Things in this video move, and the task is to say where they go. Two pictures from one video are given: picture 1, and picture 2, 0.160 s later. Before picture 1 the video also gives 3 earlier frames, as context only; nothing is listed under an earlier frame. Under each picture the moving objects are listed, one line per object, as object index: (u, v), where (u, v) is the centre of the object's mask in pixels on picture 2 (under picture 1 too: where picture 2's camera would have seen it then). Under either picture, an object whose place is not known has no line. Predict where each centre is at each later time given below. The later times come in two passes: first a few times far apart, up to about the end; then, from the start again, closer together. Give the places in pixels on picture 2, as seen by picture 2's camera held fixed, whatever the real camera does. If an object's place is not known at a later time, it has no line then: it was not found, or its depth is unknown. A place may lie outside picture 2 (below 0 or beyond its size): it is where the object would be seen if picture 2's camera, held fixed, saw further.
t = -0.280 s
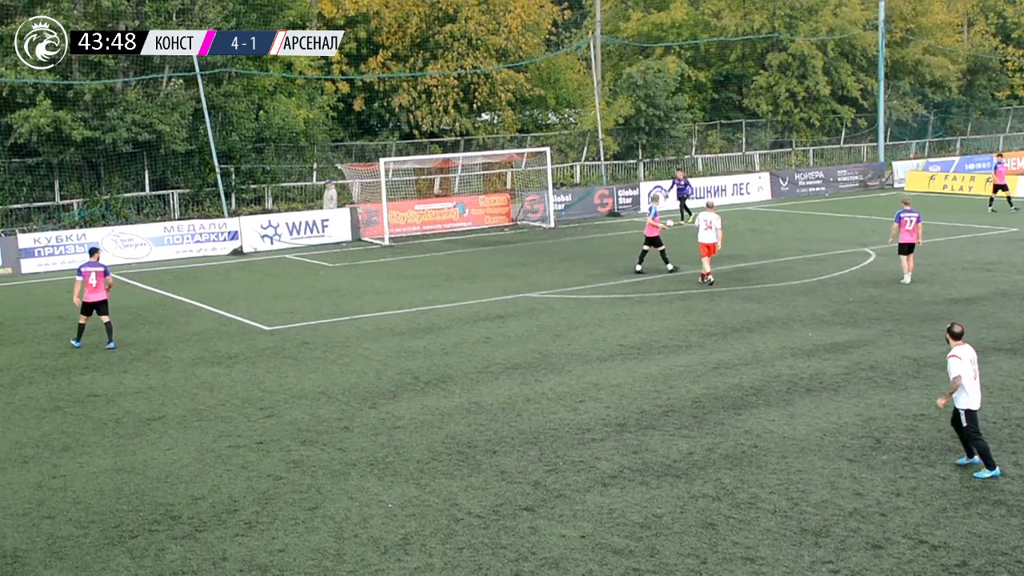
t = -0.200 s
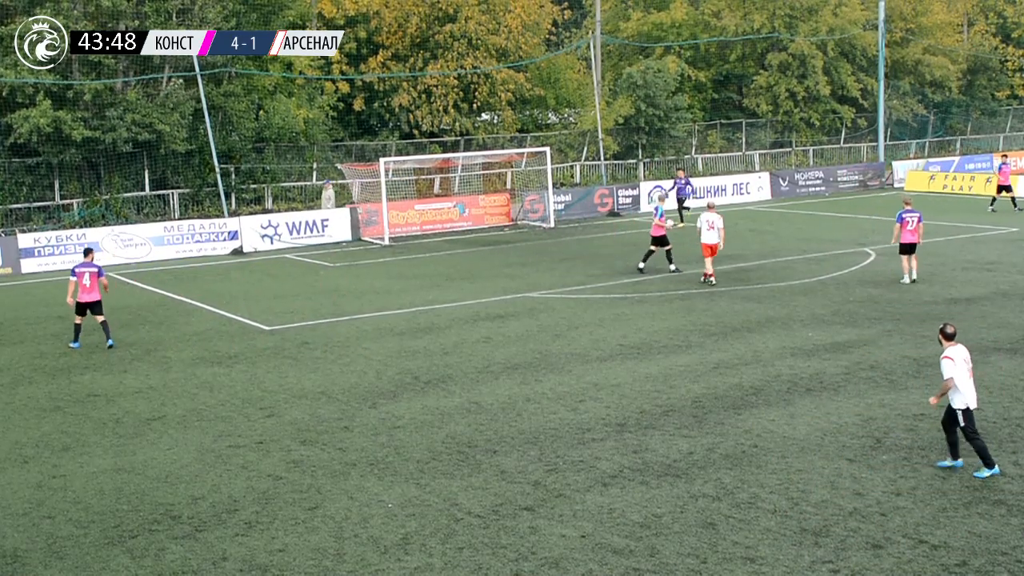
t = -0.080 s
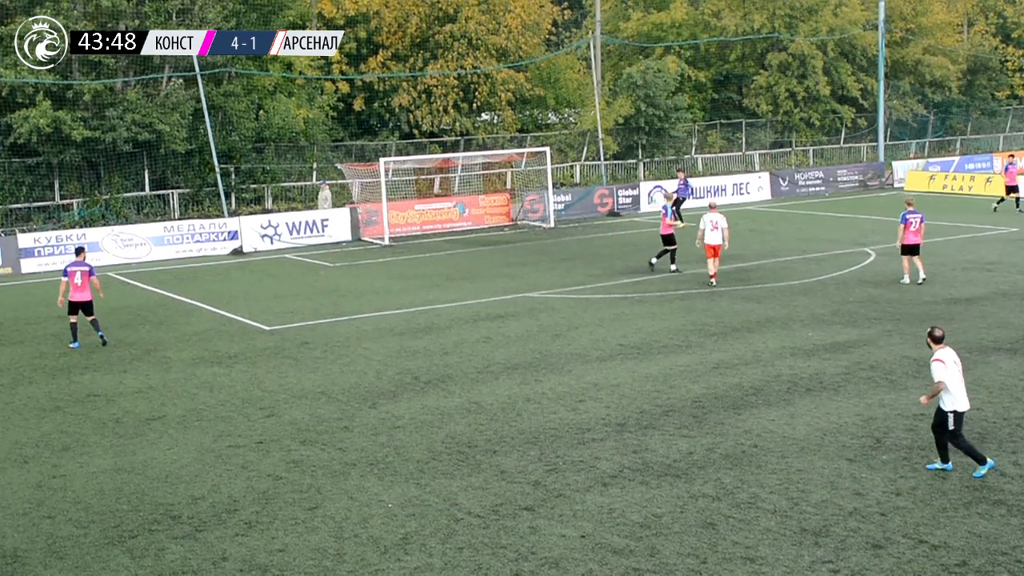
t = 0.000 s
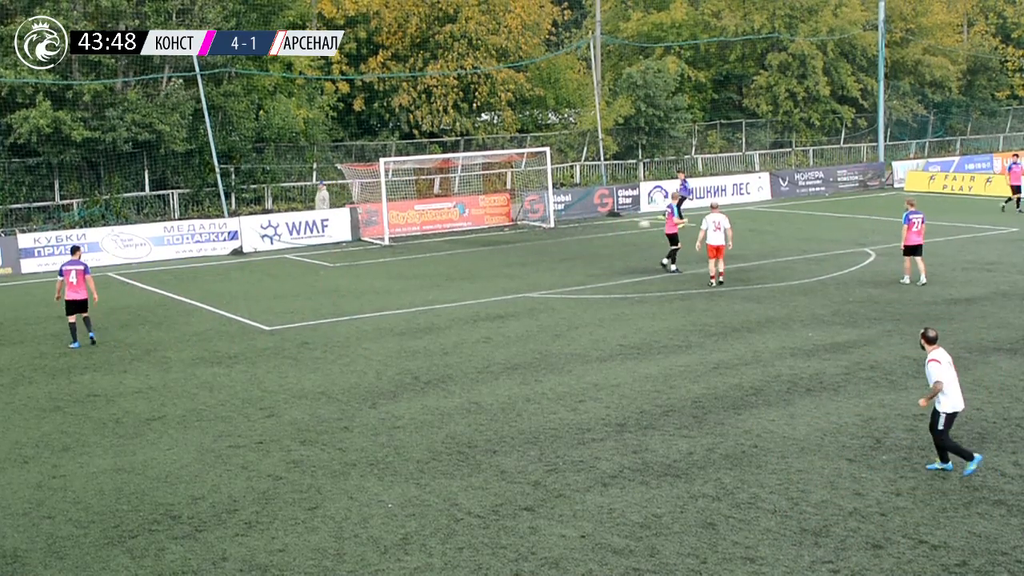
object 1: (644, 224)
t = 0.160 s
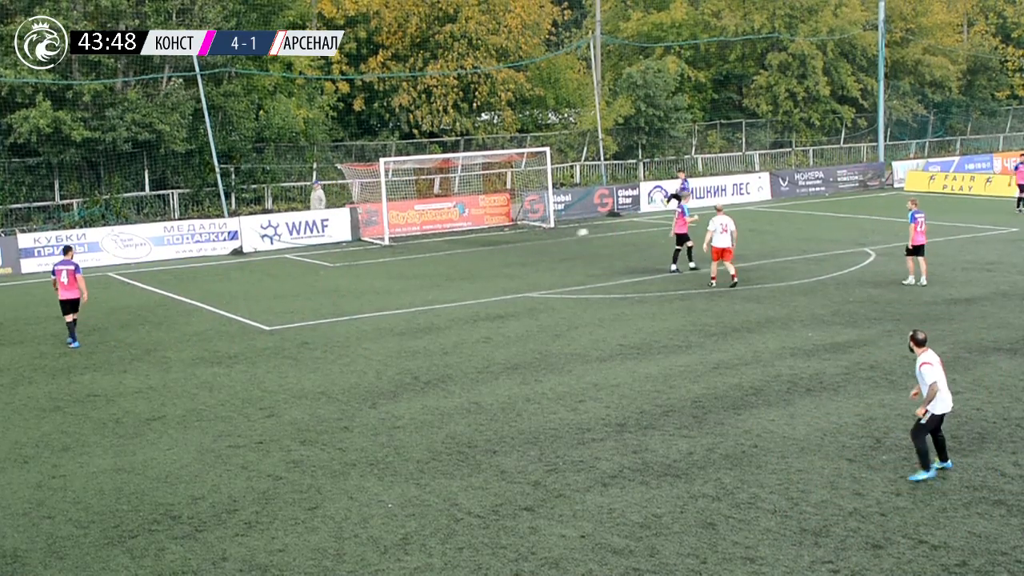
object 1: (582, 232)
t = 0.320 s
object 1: (520, 250)
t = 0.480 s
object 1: (463, 257)
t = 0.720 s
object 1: (381, 271)
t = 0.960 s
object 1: (306, 291)
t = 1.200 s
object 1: (239, 306)
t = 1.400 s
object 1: (177, 319)
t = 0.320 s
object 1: (520, 250)
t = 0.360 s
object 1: (506, 252)
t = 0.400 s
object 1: (492, 252)
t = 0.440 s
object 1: (477, 254)
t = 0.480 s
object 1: (463, 257)
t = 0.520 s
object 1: (448, 261)
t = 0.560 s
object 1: (434, 266)
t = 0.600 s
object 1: (419, 270)
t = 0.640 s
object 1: (407, 270)
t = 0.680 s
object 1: (394, 270)
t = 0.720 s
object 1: (381, 271)
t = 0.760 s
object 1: (368, 274)
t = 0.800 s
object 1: (355, 277)
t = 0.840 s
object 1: (342, 282)
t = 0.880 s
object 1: (328, 286)
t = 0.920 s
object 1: (320, 288)
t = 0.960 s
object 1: (306, 291)
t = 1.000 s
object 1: (293, 291)
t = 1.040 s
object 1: (284, 290)
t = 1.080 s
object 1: (272, 294)
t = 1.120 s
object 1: (261, 297)
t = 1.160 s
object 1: (250, 302)
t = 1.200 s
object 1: (239, 306)
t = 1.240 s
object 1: (227, 308)
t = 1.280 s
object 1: (216, 307)
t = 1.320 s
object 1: (203, 308)
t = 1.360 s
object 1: (191, 312)
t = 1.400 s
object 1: (177, 319)
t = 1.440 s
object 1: (166, 320)
